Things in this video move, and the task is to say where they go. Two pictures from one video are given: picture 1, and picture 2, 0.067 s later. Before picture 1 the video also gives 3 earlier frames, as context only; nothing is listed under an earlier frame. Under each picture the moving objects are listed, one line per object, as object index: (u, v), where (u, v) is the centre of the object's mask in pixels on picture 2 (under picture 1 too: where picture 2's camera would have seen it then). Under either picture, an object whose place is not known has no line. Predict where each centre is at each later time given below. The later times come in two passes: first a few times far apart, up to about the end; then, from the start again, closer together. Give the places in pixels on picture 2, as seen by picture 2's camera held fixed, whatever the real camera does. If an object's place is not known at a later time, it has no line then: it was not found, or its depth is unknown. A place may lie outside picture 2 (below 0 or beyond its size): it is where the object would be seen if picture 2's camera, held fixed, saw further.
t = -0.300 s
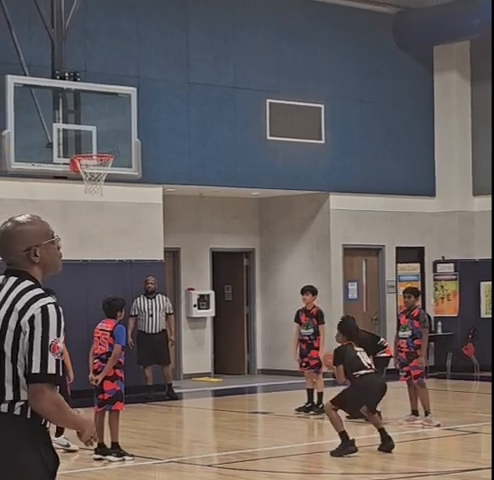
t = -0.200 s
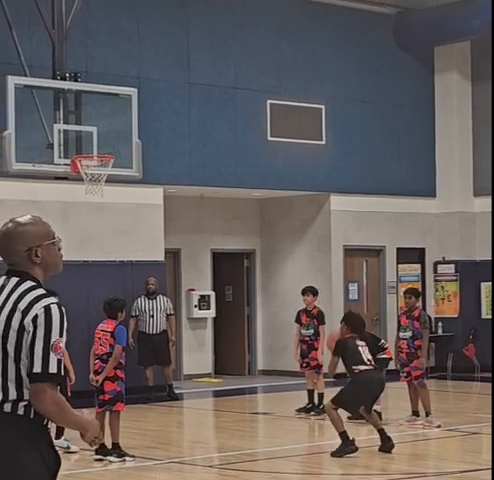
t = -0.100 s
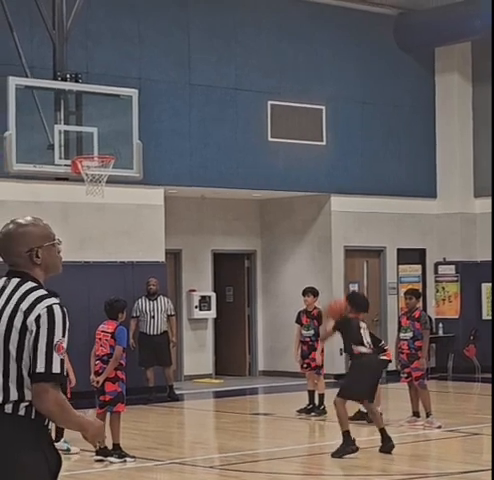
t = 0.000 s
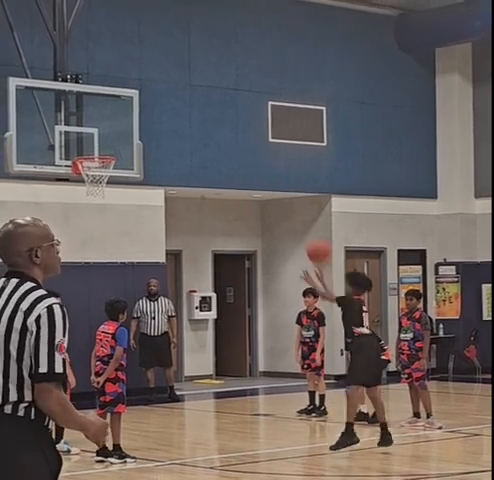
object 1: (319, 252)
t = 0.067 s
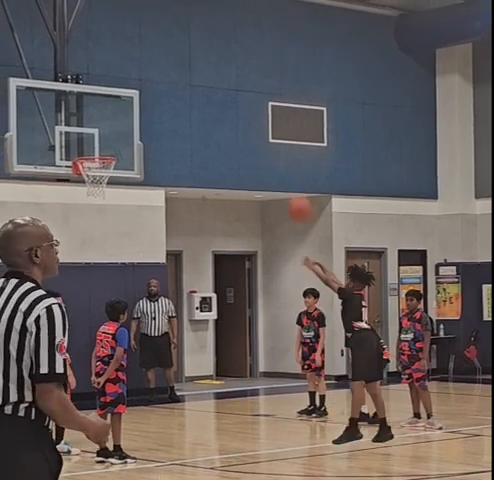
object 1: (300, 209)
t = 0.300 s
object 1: (237, 102)
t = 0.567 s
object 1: (174, 56)
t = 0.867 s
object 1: (113, 82)
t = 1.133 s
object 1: (90, 151)
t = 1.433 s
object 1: (108, 179)
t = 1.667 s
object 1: (107, 222)
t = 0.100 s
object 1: (290, 189)
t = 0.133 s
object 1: (281, 171)
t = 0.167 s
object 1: (272, 155)
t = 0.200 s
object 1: (263, 140)
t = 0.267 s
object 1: (245, 113)
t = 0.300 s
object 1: (237, 102)
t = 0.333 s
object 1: (229, 92)
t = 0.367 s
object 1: (221, 84)
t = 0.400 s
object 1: (212, 77)
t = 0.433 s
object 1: (205, 70)
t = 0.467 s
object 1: (197, 65)
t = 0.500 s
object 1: (189, 61)
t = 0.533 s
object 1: (182, 58)
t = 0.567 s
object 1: (174, 56)
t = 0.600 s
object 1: (167, 56)
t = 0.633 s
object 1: (160, 56)
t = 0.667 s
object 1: (153, 57)
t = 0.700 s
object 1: (146, 59)
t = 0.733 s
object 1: (140, 62)
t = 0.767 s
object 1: (133, 65)
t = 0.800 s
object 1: (126, 69)
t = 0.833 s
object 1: (120, 75)
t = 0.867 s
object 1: (113, 82)
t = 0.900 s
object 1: (107, 90)
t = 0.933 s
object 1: (101, 100)
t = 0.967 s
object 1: (95, 108)
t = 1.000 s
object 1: (89, 117)
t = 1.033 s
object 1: (84, 128)
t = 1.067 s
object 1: (80, 139)
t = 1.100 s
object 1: (85, 146)
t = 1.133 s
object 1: (90, 151)
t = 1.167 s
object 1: (95, 163)
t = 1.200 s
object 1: (101, 173)
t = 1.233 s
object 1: (105, 176)
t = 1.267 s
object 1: (107, 173)
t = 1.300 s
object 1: (107, 174)
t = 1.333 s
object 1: (108, 175)
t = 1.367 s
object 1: (108, 176)
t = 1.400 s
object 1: (108, 177)
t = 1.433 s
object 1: (108, 179)
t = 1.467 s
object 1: (108, 182)
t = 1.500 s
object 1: (108, 187)
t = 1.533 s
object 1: (107, 191)
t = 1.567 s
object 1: (107, 197)
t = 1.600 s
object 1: (107, 205)
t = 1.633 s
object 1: (107, 213)
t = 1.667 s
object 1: (107, 222)
